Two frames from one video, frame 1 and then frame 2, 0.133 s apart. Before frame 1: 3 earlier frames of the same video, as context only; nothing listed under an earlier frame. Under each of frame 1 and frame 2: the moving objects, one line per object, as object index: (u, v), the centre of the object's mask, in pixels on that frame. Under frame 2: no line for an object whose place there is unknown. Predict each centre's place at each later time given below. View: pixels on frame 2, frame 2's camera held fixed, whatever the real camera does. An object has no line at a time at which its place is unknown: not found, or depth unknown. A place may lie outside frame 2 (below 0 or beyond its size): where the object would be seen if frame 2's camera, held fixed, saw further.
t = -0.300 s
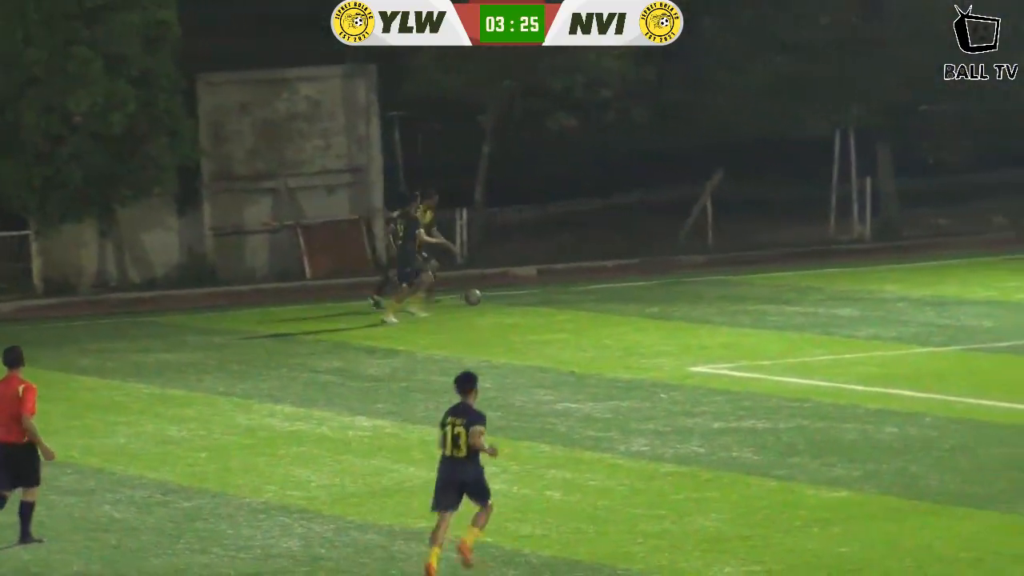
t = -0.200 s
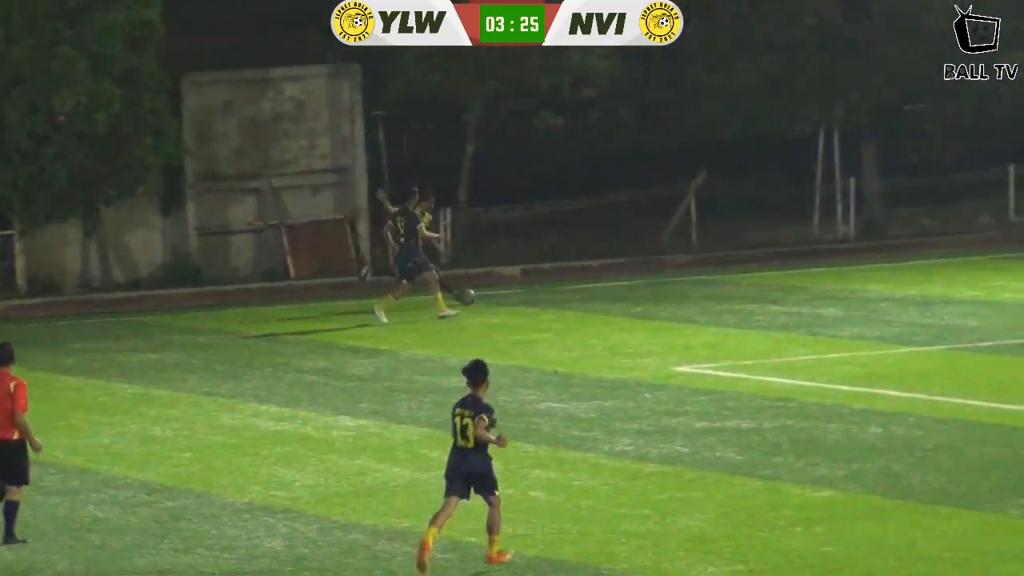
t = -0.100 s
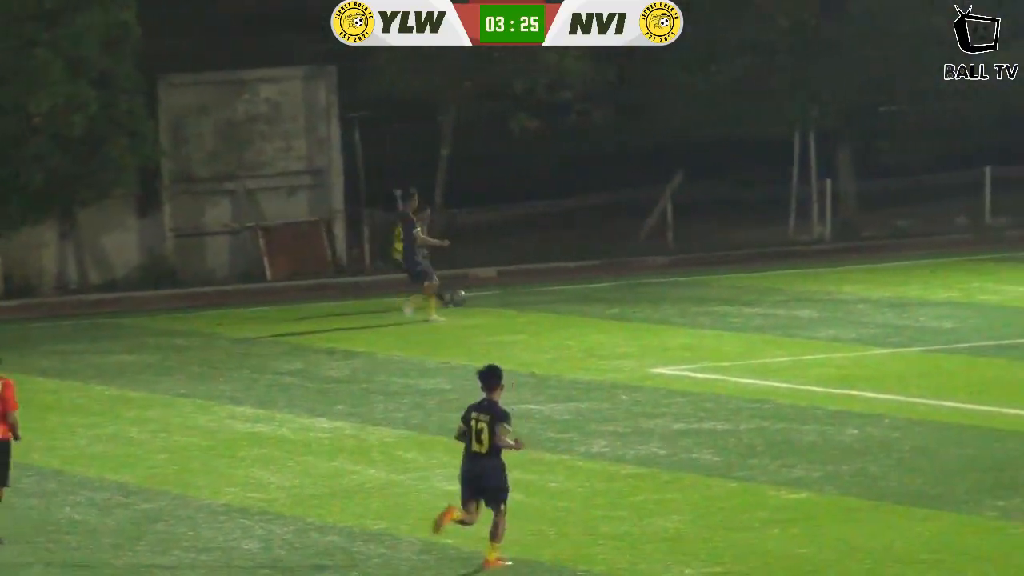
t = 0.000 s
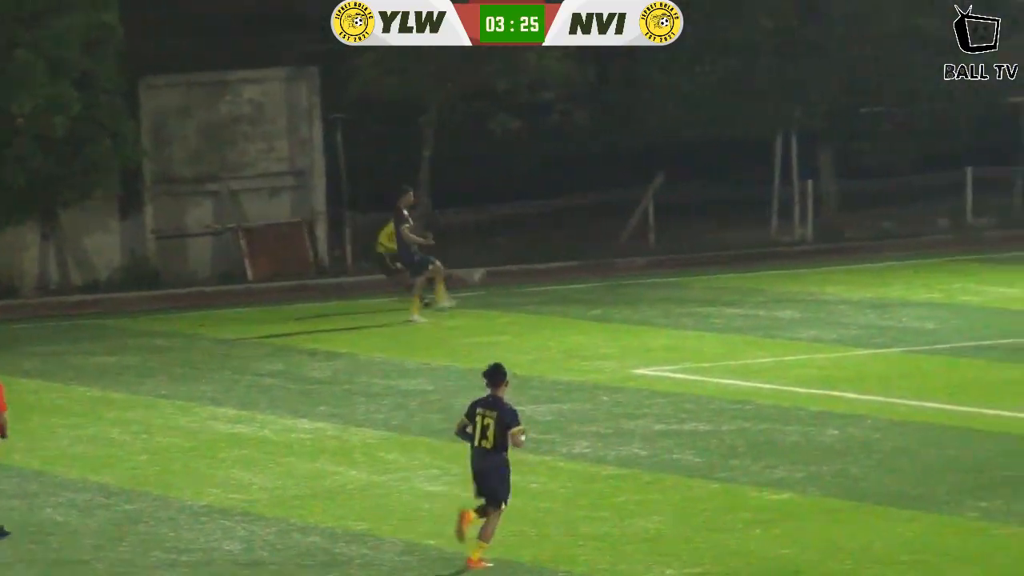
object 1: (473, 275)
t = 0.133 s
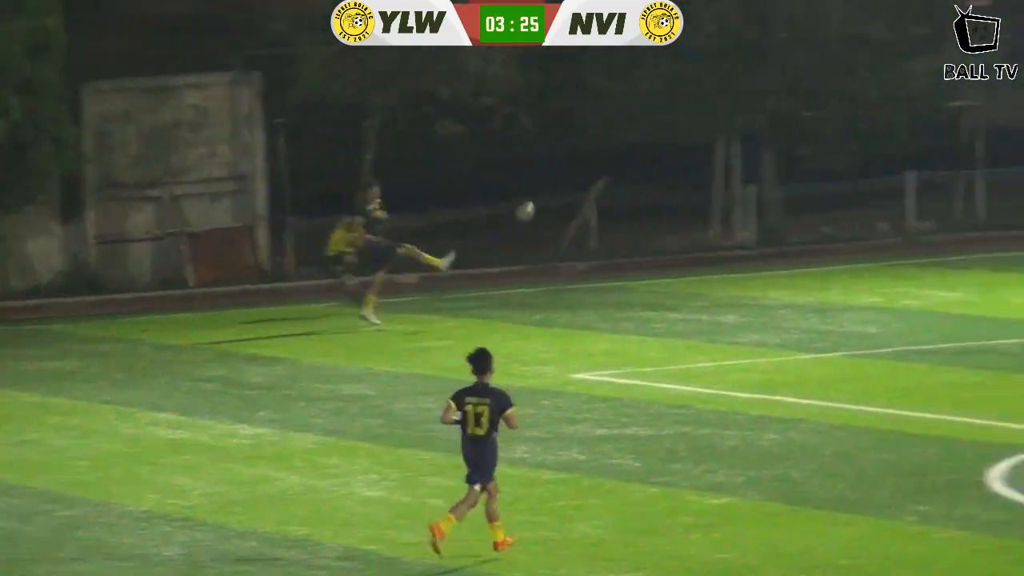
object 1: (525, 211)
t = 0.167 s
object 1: (536, 203)
